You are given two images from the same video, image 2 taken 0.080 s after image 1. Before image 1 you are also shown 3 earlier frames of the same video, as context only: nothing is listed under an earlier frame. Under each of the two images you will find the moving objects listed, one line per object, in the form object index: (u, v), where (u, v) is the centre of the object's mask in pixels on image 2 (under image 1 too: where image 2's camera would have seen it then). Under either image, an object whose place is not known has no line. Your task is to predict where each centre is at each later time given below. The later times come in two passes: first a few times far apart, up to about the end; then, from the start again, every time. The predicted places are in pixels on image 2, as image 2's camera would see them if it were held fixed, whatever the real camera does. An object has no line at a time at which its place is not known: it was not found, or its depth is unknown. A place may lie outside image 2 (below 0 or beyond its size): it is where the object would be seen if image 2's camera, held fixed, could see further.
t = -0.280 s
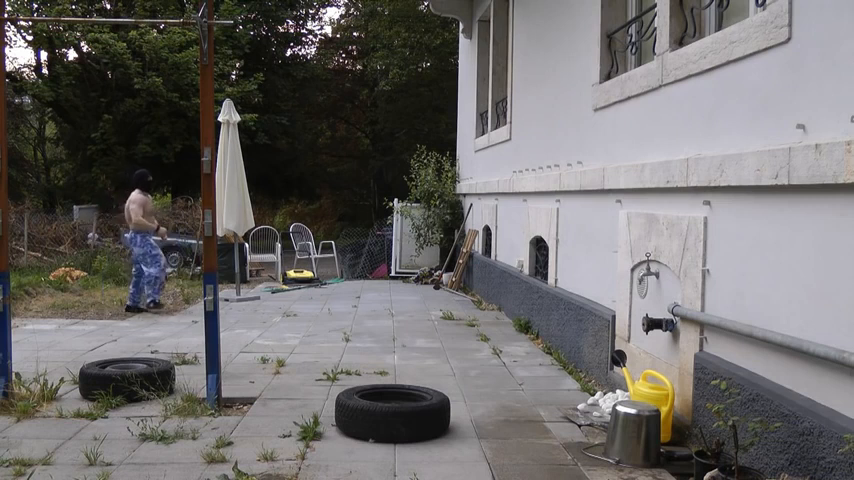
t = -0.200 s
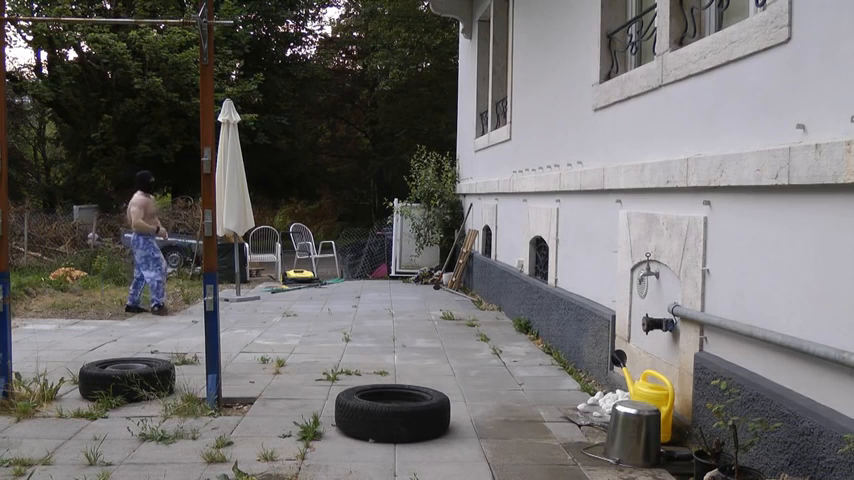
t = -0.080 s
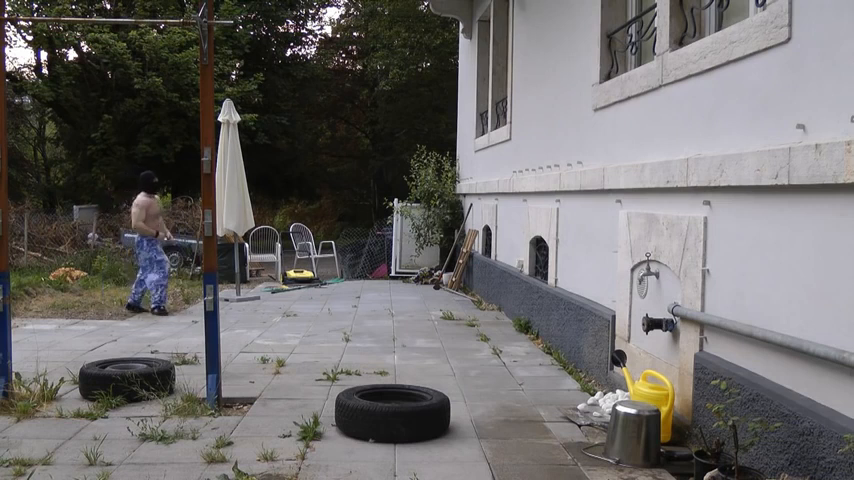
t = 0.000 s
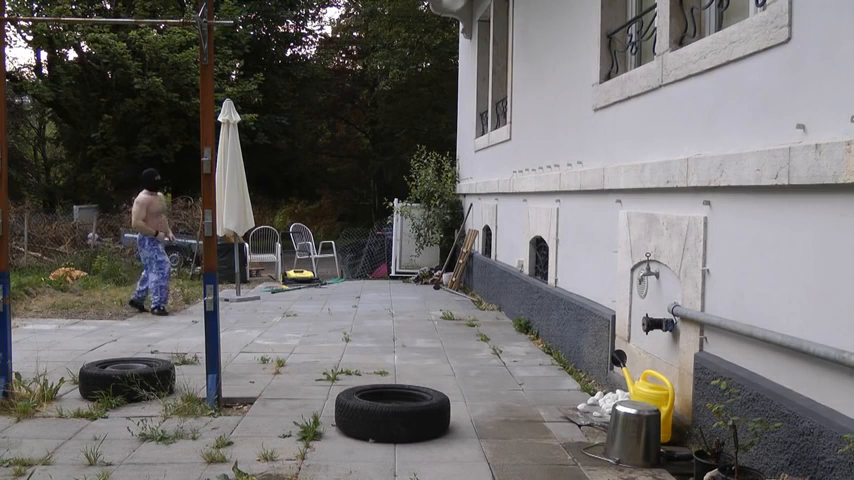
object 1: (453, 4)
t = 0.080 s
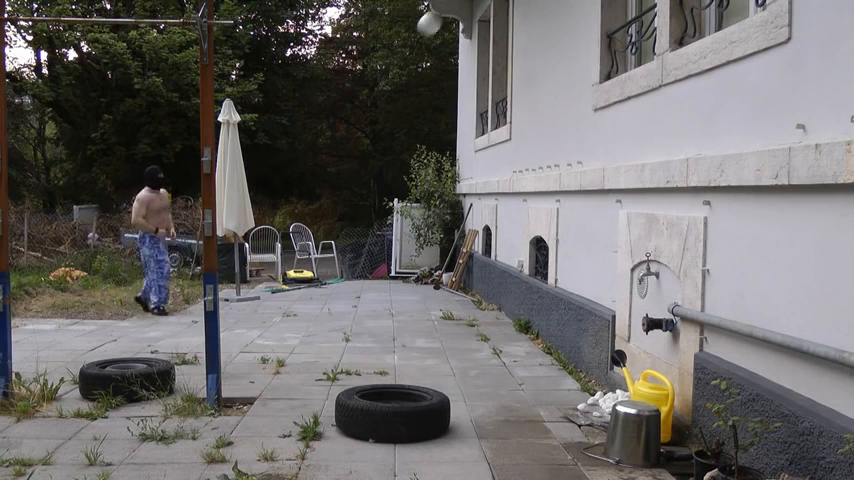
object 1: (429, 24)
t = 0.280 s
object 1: (372, 110)
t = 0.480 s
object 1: (320, 229)
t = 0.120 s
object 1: (417, 38)
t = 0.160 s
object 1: (405, 53)
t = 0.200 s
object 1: (394, 71)
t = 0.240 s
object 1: (383, 91)
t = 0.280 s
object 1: (372, 110)
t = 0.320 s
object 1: (361, 132)
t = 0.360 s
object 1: (351, 155)
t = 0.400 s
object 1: (340, 179)
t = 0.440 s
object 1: (329, 205)
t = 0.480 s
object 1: (320, 229)
